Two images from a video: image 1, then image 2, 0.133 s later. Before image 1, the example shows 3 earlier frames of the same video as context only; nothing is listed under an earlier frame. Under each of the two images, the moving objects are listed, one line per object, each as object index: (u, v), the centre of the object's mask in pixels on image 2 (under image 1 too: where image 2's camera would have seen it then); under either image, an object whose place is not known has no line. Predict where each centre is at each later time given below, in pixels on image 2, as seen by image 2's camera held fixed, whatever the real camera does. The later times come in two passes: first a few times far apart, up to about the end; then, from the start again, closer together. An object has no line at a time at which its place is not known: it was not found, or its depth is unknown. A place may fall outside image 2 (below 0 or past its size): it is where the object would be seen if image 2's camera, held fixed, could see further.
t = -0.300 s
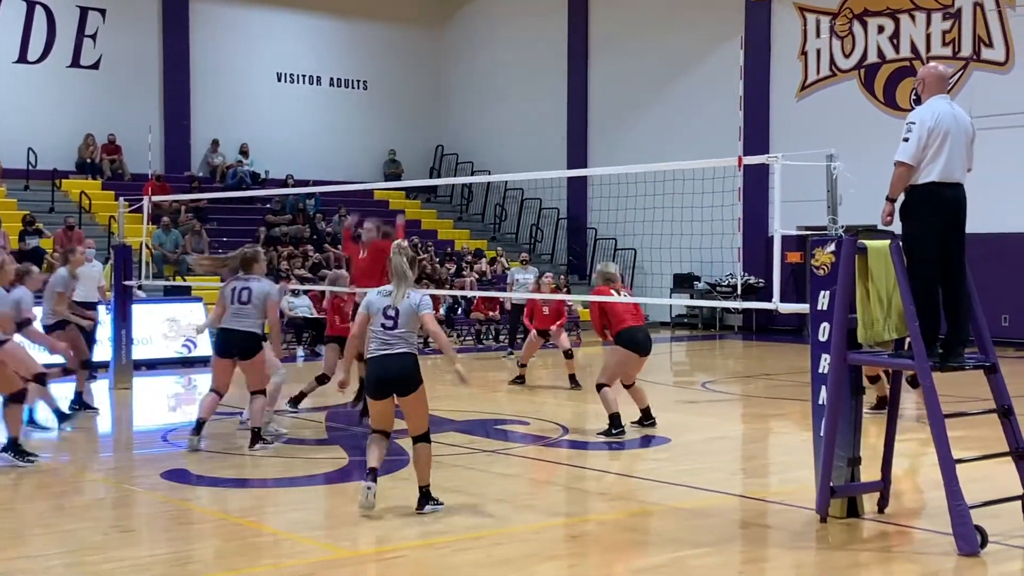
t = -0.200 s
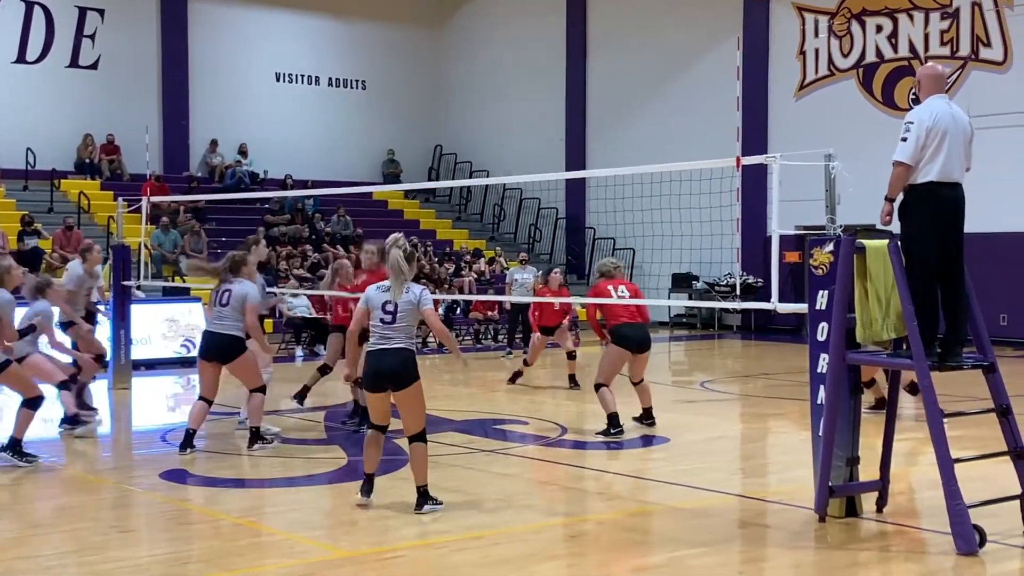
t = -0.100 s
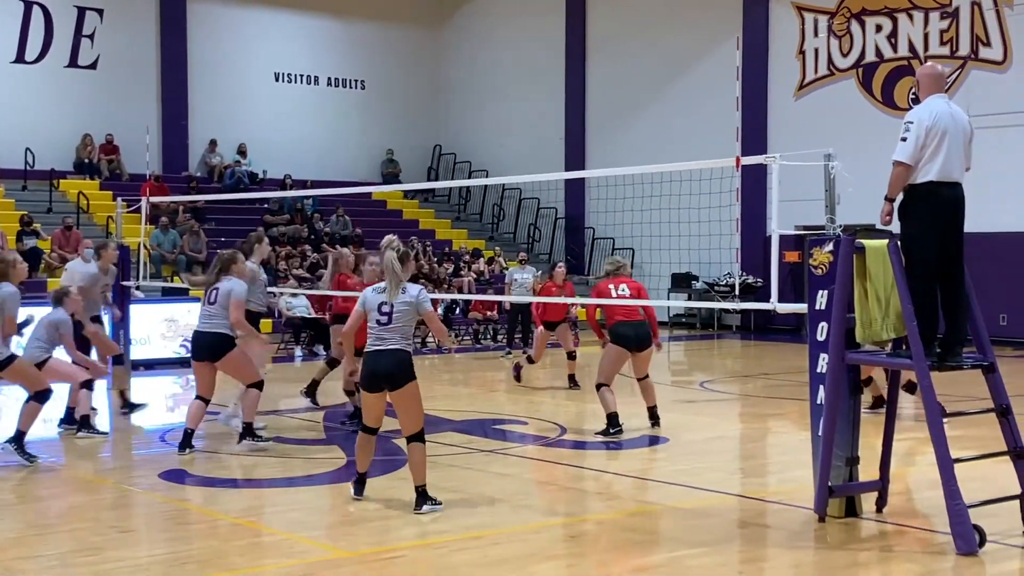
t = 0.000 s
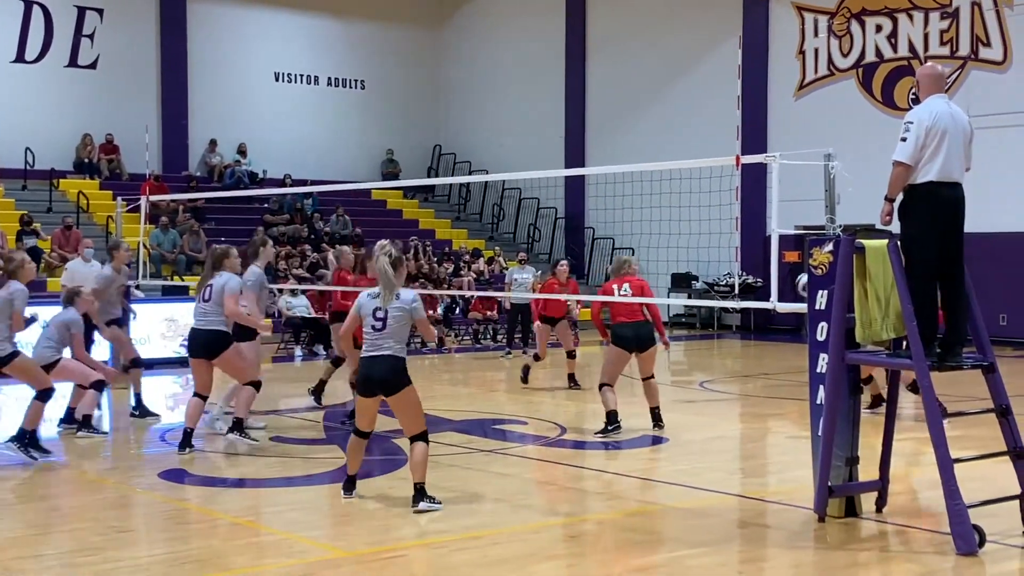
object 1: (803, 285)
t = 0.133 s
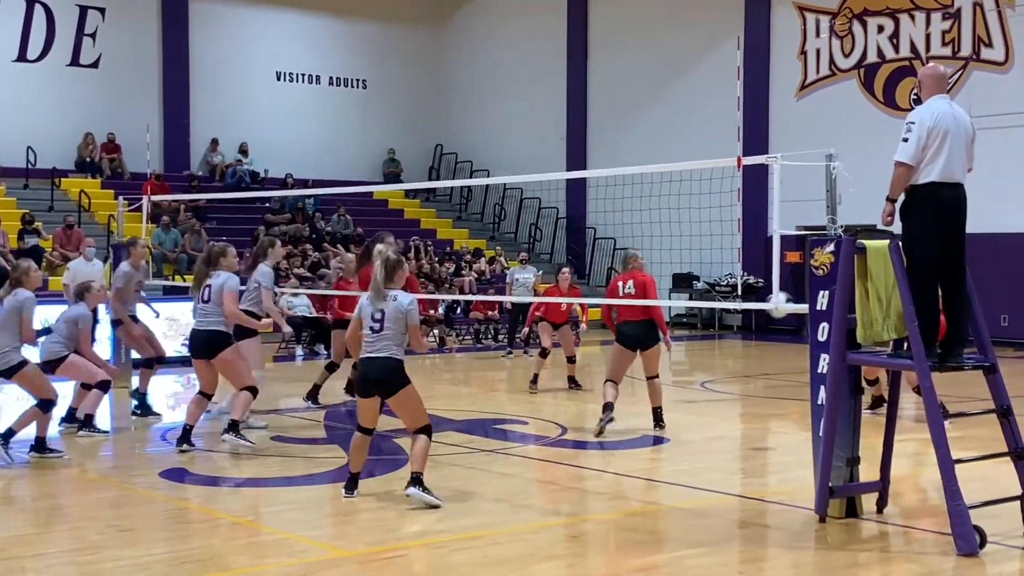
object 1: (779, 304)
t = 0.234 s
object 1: (755, 335)
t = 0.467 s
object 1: (693, 458)
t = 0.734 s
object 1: (614, 364)
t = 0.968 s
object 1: (533, 361)
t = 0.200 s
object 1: (762, 324)
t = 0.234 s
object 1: (755, 335)
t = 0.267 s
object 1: (746, 347)
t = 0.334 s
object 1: (727, 380)
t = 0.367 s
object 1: (722, 399)
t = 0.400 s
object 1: (712, 420)
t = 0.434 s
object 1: (704, 443)
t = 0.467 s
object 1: (693, 458)
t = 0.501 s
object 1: (683, 439)
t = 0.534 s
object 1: (674, 425)
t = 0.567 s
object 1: (664, 413)
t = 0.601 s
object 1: (654, 399)
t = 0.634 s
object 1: (644, 386)
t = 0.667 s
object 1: (634, 379)
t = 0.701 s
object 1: (624, 370)
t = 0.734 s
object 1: (614, 364)
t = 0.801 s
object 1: (592, 355)
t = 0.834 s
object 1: (582, 354)
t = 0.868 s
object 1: (569, 354)
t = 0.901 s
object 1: (557, 355)
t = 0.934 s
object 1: (544, 355)
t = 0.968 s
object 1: (533, 361)
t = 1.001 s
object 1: (520, 373)
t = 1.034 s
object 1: (509, 379)
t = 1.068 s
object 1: (496, 387)
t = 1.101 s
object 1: (480, 406)
